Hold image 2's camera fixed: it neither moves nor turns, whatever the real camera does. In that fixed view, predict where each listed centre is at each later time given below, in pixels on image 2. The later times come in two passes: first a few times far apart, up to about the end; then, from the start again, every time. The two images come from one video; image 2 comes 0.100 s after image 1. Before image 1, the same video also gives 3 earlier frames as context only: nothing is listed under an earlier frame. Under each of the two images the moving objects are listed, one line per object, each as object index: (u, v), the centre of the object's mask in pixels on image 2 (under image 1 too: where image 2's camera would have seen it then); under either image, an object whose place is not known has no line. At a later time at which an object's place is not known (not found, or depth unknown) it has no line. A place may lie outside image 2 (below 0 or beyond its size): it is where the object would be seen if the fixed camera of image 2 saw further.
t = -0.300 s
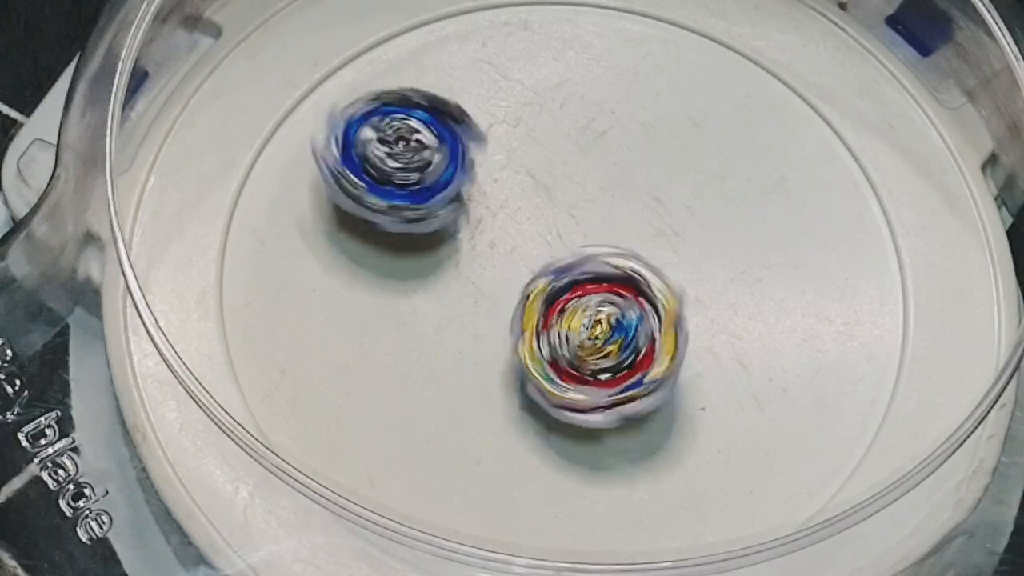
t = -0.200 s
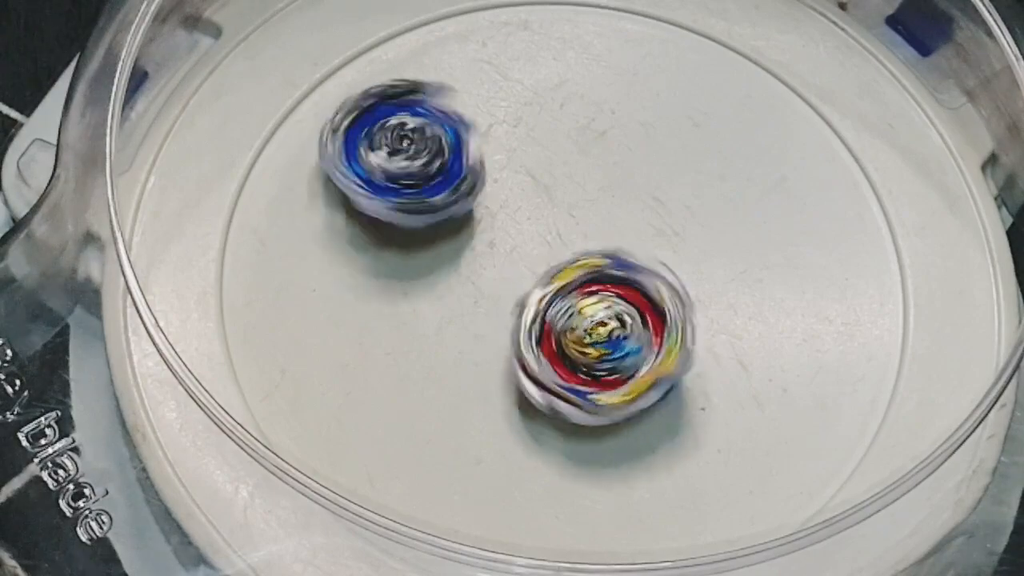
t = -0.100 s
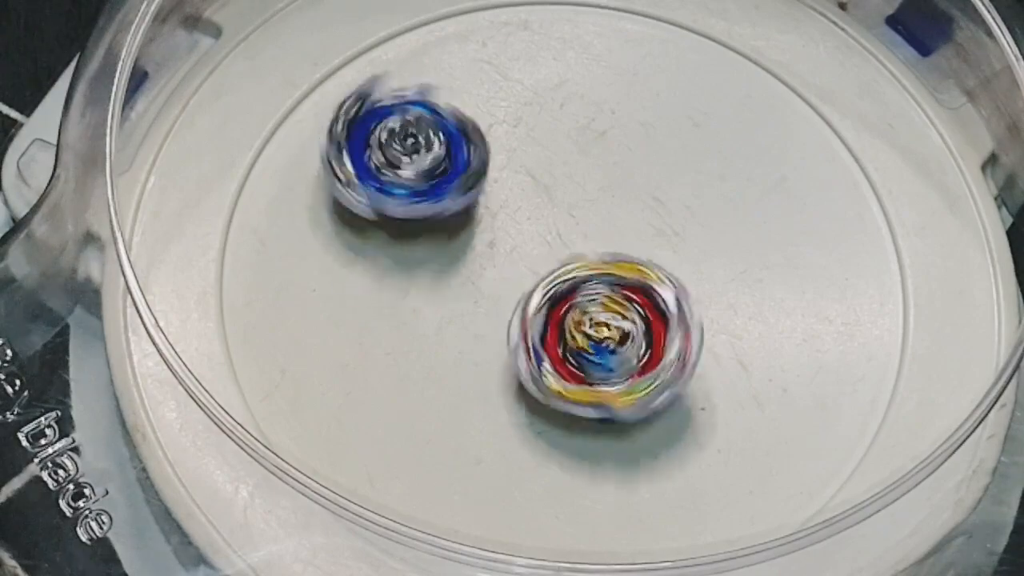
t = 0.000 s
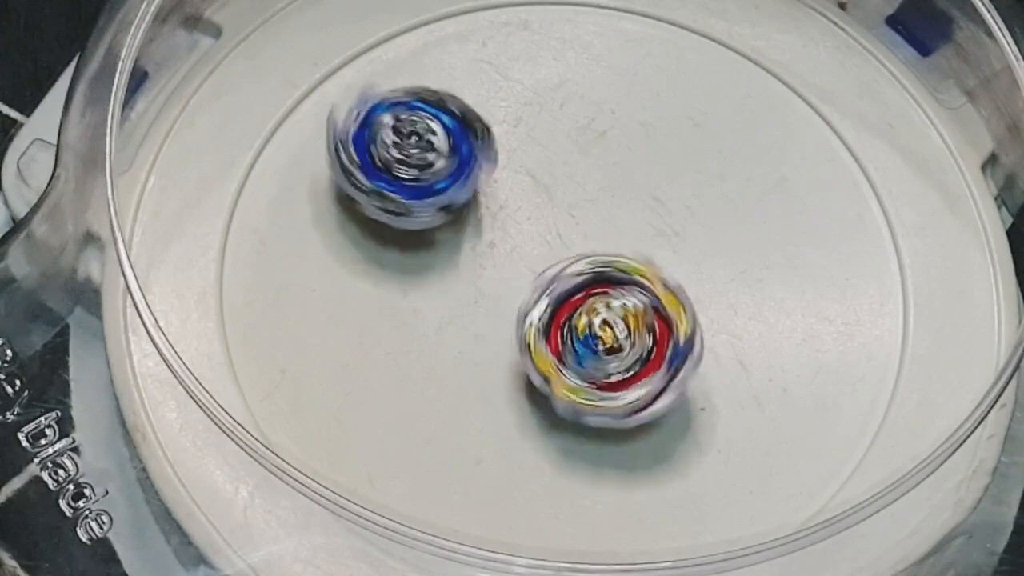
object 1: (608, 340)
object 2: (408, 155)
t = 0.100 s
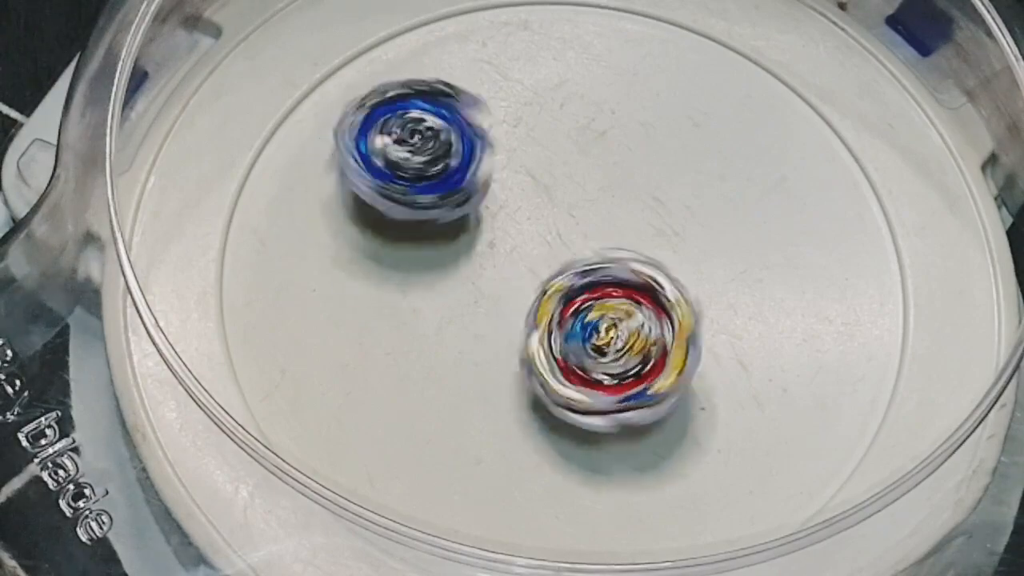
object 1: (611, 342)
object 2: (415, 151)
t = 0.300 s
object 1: (617, 346)
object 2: (416, 150)
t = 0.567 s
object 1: (786, 360)
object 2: (627, 169)
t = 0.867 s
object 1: (807, 293)
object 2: (615, 243)
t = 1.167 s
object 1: (648, 324)
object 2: (508, 169)
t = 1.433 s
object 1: (561, 409)
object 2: (639, 221)
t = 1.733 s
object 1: (497, 499)
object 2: (593, 236)
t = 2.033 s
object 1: (531, 367)
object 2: (655, 220)
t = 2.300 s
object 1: (393, 312)
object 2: (675, 220)
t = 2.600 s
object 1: (330, 230)
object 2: (528, 166)
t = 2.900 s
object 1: (392, 146)
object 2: (626, 179)
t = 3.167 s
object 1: (505, 116)
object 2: (482, 291)
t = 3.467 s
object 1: (613, 107)
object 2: (403, 164)
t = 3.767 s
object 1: (785, 90)
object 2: (376, 251)
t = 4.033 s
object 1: (756, 170)
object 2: (332, 238)
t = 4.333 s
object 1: (777, 293)
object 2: (524, 358)
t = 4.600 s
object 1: (749, 409)
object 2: (516, 471)
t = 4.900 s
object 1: (621, 485)
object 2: (577, 312)
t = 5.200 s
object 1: (460, 430)
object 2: (778, 271)
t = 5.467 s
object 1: (446, 424)
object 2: (794, 279)
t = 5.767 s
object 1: (444, 420)
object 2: (795, 280)
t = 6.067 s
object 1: (440, 417)
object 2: (804, 284)
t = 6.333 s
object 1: (437, 416)
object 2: (805, 288)
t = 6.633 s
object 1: (429, 410)
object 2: (809, 288)
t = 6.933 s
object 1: (427, 407)
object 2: (811, 296)
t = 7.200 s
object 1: (425, 403)
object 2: (811, 296)
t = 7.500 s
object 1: (419, 403)
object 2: (818, 302)
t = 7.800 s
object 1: (414, 396)
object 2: (813, 307)
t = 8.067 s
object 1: (412, 393)
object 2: (817, 309)
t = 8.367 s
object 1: (411, 390)
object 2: (814, 317)
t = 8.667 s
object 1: (402, 387)
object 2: (810, 318)
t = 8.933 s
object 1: (400, 382)
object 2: (810, 326)
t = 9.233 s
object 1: (398, 378)
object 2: (803, 328)
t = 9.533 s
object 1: (397, 375)
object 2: (802, 331)
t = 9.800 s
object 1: (388, 371)
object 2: (793, 336)
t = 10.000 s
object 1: (388, 366)
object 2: (793, 338)
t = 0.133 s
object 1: (612, 342)
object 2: (415, 149)
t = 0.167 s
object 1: (613, 343)
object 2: (414, 147)
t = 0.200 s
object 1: (614, 343)
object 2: (413, 148)
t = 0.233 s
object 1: (616, 344)
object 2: (413, 148)
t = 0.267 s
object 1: (617, 345)
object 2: (413, 149)
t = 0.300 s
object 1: (617, 346)
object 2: (416, 150)
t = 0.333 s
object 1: (618, 347)
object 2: (419, 151)
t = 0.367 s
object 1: (618, 348)
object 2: (422, 150)
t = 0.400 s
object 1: (638, 354)
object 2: (446, 144)
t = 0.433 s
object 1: (666, 360)
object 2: (486, 138)
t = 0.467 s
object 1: (696, 367)
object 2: (522, 138)
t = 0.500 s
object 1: (728, 372)
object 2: (560, 143)
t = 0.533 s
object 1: (760, 366)
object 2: (594, 155)
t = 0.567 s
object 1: (786, 360)
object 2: (627, 169)
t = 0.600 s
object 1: (808, 346)
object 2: (658, 189)
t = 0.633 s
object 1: (829, 333)
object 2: (683, 211)
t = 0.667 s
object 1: (858, 329)
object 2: (689, 223)
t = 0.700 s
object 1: (899, 332)
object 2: (669, 218)
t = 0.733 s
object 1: (891, 326)
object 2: (654, 218)
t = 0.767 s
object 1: (873, 320)
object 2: (638, 221)
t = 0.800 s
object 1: (855, 308)
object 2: (628, 228)
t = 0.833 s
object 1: (833, 302)
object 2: (618, 235)
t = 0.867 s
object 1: (807, 293)
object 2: (615, 243)
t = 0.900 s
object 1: (787, 284)
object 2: (602, 250)
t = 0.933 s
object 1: (777, 281)
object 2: (581, 253)
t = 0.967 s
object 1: (761, 280)
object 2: (558, 249)
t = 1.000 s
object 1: (743, 279)
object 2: (540, 243)
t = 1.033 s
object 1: (726, 285)
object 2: (523, 230)
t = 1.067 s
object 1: (704, 294)
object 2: (511, 217)
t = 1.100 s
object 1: (682, 300)
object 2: (505, 199)
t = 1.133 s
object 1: (667, 310)
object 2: (504, 184)
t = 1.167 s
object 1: (648, 324)
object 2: (508, 169)
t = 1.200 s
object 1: (628, 335)
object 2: (518, 153)
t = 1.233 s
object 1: (618, 345)
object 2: (536, 143)
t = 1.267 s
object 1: (604, 360)
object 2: (555, 139)
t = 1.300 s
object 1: (590, 372)
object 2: (580, 144)
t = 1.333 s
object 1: (583, 379)
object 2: (601, 152)
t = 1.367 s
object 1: (574, 392)
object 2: (623, 171)
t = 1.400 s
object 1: (566, 403)
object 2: (635, 193)
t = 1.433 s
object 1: (561, 409)
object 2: (639, 221)
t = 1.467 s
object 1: (558, 421)
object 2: (641, 246)
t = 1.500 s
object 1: (553, 429)
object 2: (630, 270)
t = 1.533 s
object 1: (545, 437)
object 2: (617, 290)
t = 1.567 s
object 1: (525, 465)
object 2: (613, 284)
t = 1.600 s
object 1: (506, 484)
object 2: (612, 275)
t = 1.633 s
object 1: (497, 494)
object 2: (606, 266)
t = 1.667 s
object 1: (488, 501)
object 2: (599, 259)
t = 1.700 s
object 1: (492, 503)
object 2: (596, 249)
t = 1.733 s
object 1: (497, 499)
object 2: (593, 236)
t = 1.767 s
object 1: (505, 493)
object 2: (598, 226)
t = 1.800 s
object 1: (513, 485)
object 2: (605, 214)
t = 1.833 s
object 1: (520, 473)
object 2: (615, 210)
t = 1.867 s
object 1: (529, 450)
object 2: (626, 208)
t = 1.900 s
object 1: (541, 429)
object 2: (632, 211)
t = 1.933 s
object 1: (548, 407)
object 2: (641, 217)
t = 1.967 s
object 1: (551, 386)
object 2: (643, 224)
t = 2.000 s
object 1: (553, 364)
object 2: (646, 234)
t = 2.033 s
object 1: (531, 367)
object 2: (655, 220)
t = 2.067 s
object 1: (508, 366)
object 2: (660, 209)
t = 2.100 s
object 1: (489, 364)
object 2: (664, 198)
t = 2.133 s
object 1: (468, 358)
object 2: (674, 191)
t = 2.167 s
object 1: (450, 349)
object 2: (679, 195)
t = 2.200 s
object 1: (432, 341)
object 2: (683, 196)
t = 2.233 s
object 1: (416, 330)
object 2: (687, 199)
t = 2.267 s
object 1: (406, 321)
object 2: (683, 212)
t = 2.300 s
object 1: (393, 312)
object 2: (675, 220)
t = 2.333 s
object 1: (380, 303)
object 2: (662, 225)
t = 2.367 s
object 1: (370, 294)
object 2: (644, 235)
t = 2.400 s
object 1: (360, 286)
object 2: (622, 235)
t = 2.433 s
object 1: (353, 275)
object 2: (601, 228)
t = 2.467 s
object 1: (349, 268)
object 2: (579, 225)
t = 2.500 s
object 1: (343, 261)
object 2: (560, 212)
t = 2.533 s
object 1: (336, 251)
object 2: (547, 196)
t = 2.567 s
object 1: (334, 241)
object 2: (535, 185)
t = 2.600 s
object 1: (330, 230)
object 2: (528, 166)
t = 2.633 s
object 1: (331, 217)
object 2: (531, 149)
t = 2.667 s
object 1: (336, 207)
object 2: (531, 137)
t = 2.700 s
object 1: (339, 198)
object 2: (543, 123)
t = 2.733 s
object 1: (342, 187)
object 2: (560, 119)
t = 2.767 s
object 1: (350, 177)
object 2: (574, 116)
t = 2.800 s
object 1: (359, 169)
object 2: (596, 122)
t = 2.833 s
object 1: (368, 161)
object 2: (611, 137)
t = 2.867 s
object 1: (379, 152)
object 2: (621, 152)
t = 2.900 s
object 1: (392, 146)
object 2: (626, 179)
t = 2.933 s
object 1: (404, 141)
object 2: (622, 202)
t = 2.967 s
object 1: (415, 135)
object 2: (616, 223)
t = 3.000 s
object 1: (428, 129)
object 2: (597, 247)
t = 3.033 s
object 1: (442, 125)
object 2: (580, 264)
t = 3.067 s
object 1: (456, 121)
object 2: (559, 280)
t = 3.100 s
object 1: (472, 118)
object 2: (532, 285)
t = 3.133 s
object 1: (489, 115)
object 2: (509, 294)
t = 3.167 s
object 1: (505, 116)
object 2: (482, 291)
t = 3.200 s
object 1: (520, 117)
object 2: (463, 287)
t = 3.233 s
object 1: (533, 117)
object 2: (437, 281)
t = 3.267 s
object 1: (546, 117)
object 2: (423, 268)
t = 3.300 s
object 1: (558, 116)
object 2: (405, 256)
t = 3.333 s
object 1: (569, 115)
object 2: (394, 235)
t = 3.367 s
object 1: (579, 115)
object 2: (385, 222)
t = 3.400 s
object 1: (590, 112)
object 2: (385, 200)
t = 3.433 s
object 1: (603, 109)
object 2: (393, 185)
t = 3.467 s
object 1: (613, 107)
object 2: (403, 164)
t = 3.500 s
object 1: (624, 105)
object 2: (425, 157)
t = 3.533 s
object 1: (632, 104)
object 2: (448, 148)
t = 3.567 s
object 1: (642, 102)
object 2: (478, 150)
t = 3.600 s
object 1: (702, 81)
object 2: (454, 169)
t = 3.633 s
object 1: (751, 67)
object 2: (434, 194)
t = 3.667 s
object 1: (786, 65)
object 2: (423, 213)
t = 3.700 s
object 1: (788, 72)
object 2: (406, 226)
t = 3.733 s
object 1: (788, 81)
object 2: (390, 241)
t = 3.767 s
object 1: (785, 90)
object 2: (376, 251)
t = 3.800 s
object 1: (783, 101)
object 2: (360, 255)
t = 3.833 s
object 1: (778, 111)
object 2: (341, 262)
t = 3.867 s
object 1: (773, 120)
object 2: (331, 266)
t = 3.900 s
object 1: (767, 128)
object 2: (321, 261)
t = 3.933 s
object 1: (763, 137)
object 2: (307, 257)
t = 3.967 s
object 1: (760, 147)
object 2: (309, 253)
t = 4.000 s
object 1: (756, 158)
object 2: (320, 243)
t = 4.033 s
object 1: (756, 170)
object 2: (332, 238)
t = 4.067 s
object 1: (755, 182)
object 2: (354, 243)
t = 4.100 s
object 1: (756, 195)
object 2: (384, 249)
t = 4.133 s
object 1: (759, 209)
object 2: (410, 256)
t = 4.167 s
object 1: (763, 223)
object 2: (432, 270)
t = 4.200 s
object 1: (766, 237)
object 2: (458, 288)
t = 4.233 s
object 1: (769, 252)
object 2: (481, 301)
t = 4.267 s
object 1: (771, 265)
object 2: (495, 317)
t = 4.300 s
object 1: (774, 279)
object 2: (509, 338)
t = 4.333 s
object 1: (777, 293)
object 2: (524, 358)
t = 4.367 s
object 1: (777, 308)
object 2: (536, 374)
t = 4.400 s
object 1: (776, 322)
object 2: (541, 393)
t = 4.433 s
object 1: (774, 337)
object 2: (546, 415)
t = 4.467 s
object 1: (771, 351)
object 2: (552, 434)
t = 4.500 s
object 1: (767, 366)
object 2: (552, 446)
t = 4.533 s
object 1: (763, 381)
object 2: (540, 459)
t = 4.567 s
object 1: (757, 395)
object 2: (527, 470)
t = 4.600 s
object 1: (749, 409)
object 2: (516, 471)
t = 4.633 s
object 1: (740, 422)
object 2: (507, 464)
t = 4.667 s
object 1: (729, 434)
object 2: (497, 444)
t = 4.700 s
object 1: (718, 445)
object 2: (490, 425)
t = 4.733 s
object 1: (704, 456)
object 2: (496, 405)
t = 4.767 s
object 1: (690, 465)
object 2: (509, 383)
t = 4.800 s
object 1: (673, 473)
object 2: (526, 360)
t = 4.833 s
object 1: (657, 479)
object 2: (541, 340)
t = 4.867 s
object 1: (639, 483)
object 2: (555, 323)
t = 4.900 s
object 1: (621, 485)
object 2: (577, 312)
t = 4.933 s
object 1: (603, 486)
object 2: (601, 299)
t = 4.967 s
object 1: (584, 485)
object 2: (625, 287)
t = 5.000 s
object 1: (565, 482)
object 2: (646, 277)
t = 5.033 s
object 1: (547, 476)
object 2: (667, 271)
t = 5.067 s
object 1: (529, 469)
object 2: (693, 270)
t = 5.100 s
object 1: (511, 461)
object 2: (718, 267)
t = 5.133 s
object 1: (494, 452)
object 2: (742, 265)
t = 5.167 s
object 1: (477, 441)
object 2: (763, 265)
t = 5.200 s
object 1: (460, 430)
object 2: (778, 271)
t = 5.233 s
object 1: (454, 428)
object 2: (787, 275)
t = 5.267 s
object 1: (453, 428)
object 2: (788, 276)
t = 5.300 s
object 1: (452, 427)
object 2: (789, 277)
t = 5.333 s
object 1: (450, 427)
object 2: (790, 278)
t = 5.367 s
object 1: (449, 427)
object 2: (791, 279)
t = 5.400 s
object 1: (447, 426)
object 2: (793, 279)
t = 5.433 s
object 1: (447, 425)
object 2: (793, 279)
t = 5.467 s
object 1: (446, 424)
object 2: (794, 279)
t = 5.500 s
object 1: (446, 423)
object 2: (795, 279)
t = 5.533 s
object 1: (445, 422)
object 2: (797, 279)
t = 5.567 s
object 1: (445, 422)
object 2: (798, 278)
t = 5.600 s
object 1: (446, 422)
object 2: (798, 277)
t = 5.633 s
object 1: (445, 422)
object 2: (798, 277)
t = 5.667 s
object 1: (445, 421)
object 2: (797, 277)
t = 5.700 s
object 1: (444, 421)
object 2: (796, 278)
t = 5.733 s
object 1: (444, 420)
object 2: (795, 279)
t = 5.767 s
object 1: (444, 420)
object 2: (795, 280)
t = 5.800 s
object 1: (443, 420)
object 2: (796, 282)
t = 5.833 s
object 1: (443, 419)
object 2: (797, 282)
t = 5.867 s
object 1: (443, 419)
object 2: (799, 284)
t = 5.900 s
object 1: (442, 419)
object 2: (800, 284)
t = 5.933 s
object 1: (441, 418)
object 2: (799, 284)
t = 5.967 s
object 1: (441, 418)
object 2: (801, 284)
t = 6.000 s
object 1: (441, 418)
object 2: (803, 284)
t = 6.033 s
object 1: (440, 417)
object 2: (804, 284)
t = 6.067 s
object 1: (440, 417)
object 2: (804, 284)
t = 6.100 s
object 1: (441, 416)
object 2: (805, 283)
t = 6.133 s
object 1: (441, 416)
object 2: (804, 283)
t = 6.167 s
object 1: (441, 416)
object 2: (803, 283)
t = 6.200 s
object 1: (441, 416)
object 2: (802, 283)
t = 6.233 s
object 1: (440, 416)
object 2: (802, 284)
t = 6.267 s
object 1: (439, 417)
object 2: (803, 286)
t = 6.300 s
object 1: (438, 416)
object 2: (803, 287)
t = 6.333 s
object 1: (437, 416)
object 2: (805, 288)
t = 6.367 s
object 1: (436, 416)
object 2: (806, 289)
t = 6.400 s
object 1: (435, 416)
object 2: (806, 289)
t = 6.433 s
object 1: (433, 415)
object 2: (806, 289)
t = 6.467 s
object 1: (432, 415)
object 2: (808, 289)
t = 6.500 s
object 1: (431, 414)
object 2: (809, 289)
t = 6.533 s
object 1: (431, 414)
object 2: (810, 289)
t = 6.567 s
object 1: (430, 412)
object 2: (810, 288)
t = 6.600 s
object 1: (429, 411)
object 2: (810, 288)
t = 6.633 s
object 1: (429, 410)
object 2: (809, 288)
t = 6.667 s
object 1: (429, 410)
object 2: (808, 288)
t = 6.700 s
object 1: (429, 409)
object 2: (807, 289)
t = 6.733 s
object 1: (429, 410)
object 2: (807, 290)
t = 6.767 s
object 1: (428, 409)
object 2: (807, 292)
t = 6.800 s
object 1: (428, 409)
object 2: (808, 293)
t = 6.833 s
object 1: (428, 408)
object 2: (809, 294)
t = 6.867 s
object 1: (428, 408)
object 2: (810, 295)
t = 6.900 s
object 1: (427, 407)
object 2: (810, 295)
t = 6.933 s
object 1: (427, 407)
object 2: (811, 296)
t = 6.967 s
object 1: (427, 407)
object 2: (813, 296)
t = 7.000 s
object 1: (426, 406)
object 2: (814, 296)
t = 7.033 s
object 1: (426, 406)
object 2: (814, 295)
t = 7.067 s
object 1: (426, 406)
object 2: (815, 295)
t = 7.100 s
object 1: (425, 405)
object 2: (814, 294)
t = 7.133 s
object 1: (425, 405)
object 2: (813, 295)
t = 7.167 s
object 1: (425, 404)
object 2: (811, 295)
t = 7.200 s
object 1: (425, 403)
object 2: (811, 296)
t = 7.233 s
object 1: (426, 403)
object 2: (812, 297)
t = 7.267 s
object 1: (425, 403)
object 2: (812, 299)
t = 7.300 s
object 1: (425, 404)
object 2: (813, 300)
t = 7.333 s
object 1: (424, 404)
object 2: (813, 301)
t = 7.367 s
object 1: (424, 404)
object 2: (815, 302)
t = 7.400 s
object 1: (423, 404)
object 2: (815, 302)
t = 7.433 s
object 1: (422, 404)
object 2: (815, 302)
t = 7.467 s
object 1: (420, 403)
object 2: (817, 303)
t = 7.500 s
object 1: (419, 403)
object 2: (818, 302)
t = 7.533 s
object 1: (418, 403)
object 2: (818, 302)
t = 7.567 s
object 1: (417, 402)
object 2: (817, 301)
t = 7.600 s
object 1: (416, 401)
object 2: (817, 301)
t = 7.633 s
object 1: (415, 400)
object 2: (815, 301)
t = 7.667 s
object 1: (414, 399)
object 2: (814, 302)
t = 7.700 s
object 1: (414, 398)
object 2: (813, 303)
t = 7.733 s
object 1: (414, 397)
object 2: (813, 305)
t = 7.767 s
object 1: (414, 396)
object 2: (813, 306)
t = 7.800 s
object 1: (414, 396)
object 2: (813, 307)
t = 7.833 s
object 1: (413, 397)
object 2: (814, 308)
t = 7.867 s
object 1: (413, 396)
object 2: (814, 309)
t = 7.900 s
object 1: (413, 396)
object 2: (814, 310)
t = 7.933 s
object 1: (413, 395)
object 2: (816, 310)
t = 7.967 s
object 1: (413, 394)
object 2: (817, 310)
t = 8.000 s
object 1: (413, 394)
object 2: (817, 310)
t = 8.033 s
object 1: (412, 393)
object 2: (817, 311)
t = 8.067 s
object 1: (412, 393)
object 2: (817, 309)
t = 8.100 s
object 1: (411, 393)
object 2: (817, 309)
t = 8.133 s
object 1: (412, 393)
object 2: (814, 310)
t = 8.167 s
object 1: (411, 392)
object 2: (814, 310)
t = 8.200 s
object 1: (410, 392)
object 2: (813, 311)
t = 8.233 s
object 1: (410, 391)
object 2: (812, 313)
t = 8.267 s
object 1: (410, 390)
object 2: (812, 314)
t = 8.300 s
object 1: (411, 390)
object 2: (813, 315)
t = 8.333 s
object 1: (411, 389)
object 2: (813, 317)
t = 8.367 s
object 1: (411, 390)
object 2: (814, 317)
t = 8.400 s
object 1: (410, 390)
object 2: (814, 317)
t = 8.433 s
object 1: (409, 390)
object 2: (815, 318)
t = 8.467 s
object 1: (409, 390)
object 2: (816, 318)
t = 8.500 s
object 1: (408, 390)
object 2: (816, 318)
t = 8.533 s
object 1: (407, 390)
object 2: (816, 318)
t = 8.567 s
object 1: (406, 389)
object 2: (815, 317)
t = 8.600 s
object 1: (405, 389)
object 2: (814, 316)
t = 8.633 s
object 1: (403, 388)
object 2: (812, 317)
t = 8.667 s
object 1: (402, 387)
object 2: (810, 318)
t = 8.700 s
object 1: (401, 386)
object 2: (810, 319)
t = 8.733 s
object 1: (401, 385)
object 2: (809, 320)
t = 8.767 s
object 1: (400, 384)
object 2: (808, 322)
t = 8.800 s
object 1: (400, 383)
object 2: (808, 323)
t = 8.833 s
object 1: (400, 382)
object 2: (808, 324)
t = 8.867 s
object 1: (401, 382)
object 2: (808, 324)
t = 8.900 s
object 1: (400, 382)
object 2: (808, 325)
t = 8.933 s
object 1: (400, 382)
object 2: (810, 326)
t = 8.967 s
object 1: (399, 381)
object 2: (810, 326)
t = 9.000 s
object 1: (399, 381)
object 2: (810, 326)
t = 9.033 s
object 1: (400, 380)
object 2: (810, 325)
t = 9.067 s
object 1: (399, 379)
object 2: (810, 325)
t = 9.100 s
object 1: (399, 379)
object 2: (808, 325)
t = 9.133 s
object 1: (399, 379)
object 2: (806, 325)
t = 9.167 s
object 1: (399, 379)
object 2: (805, 326)
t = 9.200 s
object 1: (398, 378)
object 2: (804, 327)
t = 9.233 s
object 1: (398, 378)
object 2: (803, 328)
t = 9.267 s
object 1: (397, 377)
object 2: (803, 329)
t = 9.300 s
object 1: (397, 377)
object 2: (803, 330)
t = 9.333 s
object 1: (397, 376)
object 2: (803, 331)
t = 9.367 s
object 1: (397, 376)
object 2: (804, 332)
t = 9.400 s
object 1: (398, 375)
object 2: (802, 331)
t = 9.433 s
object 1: (398, 375)
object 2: (802, 332)
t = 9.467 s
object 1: (398, 375)
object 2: (803, 332)
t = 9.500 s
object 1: (397, 375)
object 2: (802, 332)
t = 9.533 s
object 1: (397, 375)
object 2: (802, 331)
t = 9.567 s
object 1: (396, 375)
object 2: (801, 331)
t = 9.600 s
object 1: (395, 375)
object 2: (800, 330)
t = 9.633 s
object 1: (394, 375)
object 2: (798, 331)
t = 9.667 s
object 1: (393, 374)
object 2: (796, 332)
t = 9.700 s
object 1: (392, 374)
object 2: (794, 332)
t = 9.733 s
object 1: (390, 373)
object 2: (794, 334)
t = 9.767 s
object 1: (389, 372)
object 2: (793, 335)
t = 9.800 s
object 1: (388, 371)
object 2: (793, 336)
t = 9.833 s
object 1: (388, 371)
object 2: (792, 337)
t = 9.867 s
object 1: (388, 369)
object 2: (792, 337)
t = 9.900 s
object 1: (387, 369)
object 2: (791, 337)
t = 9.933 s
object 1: (388, 368)
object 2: (792, 338)
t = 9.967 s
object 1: (388, 367)
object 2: (793, 338)
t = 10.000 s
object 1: (388, 366)
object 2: (793, 338)
